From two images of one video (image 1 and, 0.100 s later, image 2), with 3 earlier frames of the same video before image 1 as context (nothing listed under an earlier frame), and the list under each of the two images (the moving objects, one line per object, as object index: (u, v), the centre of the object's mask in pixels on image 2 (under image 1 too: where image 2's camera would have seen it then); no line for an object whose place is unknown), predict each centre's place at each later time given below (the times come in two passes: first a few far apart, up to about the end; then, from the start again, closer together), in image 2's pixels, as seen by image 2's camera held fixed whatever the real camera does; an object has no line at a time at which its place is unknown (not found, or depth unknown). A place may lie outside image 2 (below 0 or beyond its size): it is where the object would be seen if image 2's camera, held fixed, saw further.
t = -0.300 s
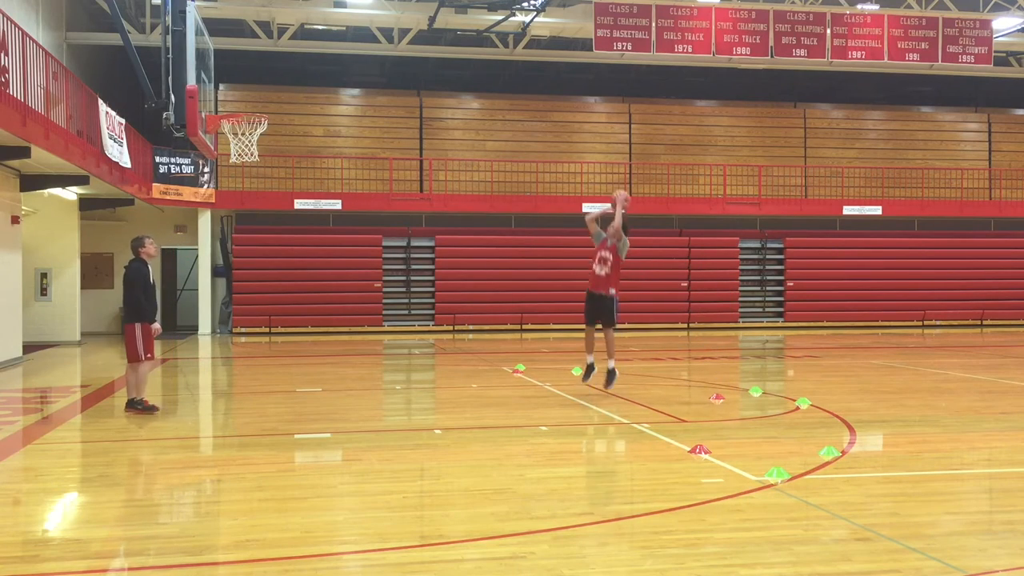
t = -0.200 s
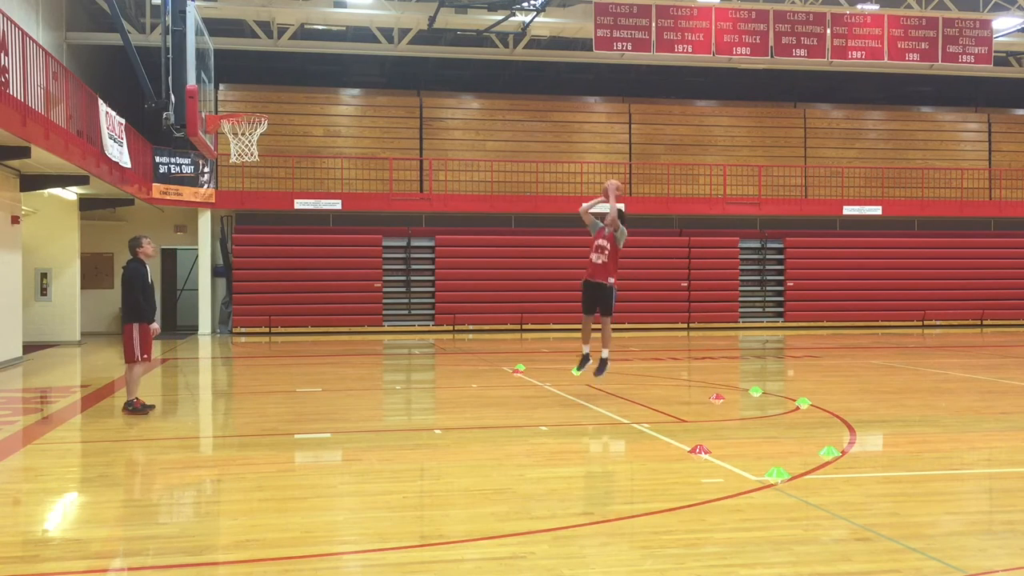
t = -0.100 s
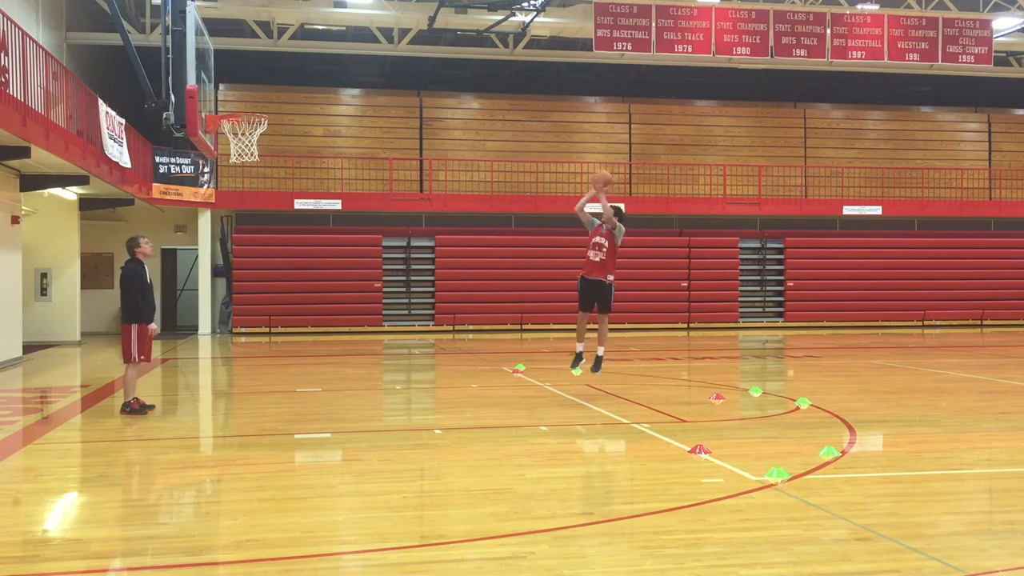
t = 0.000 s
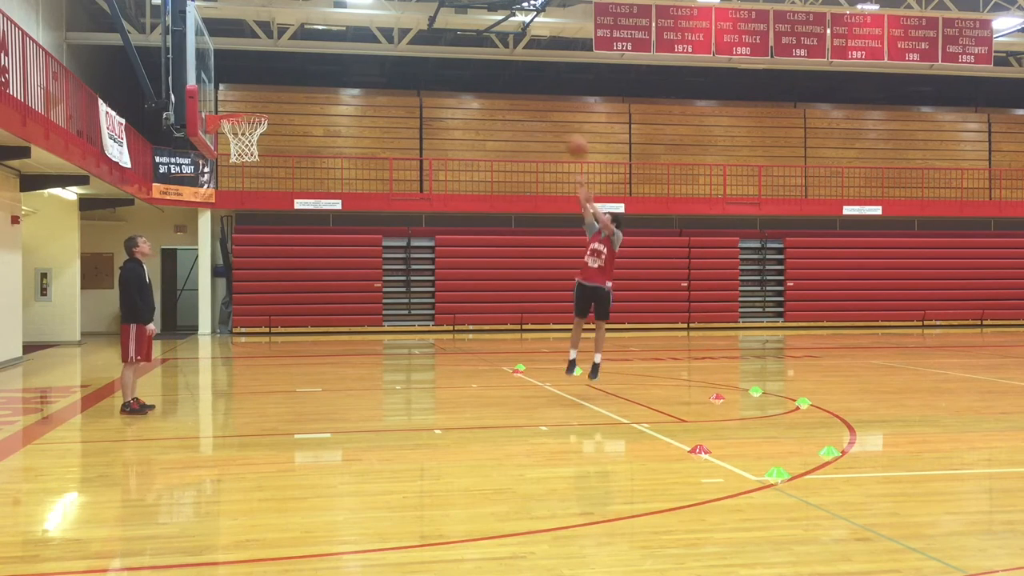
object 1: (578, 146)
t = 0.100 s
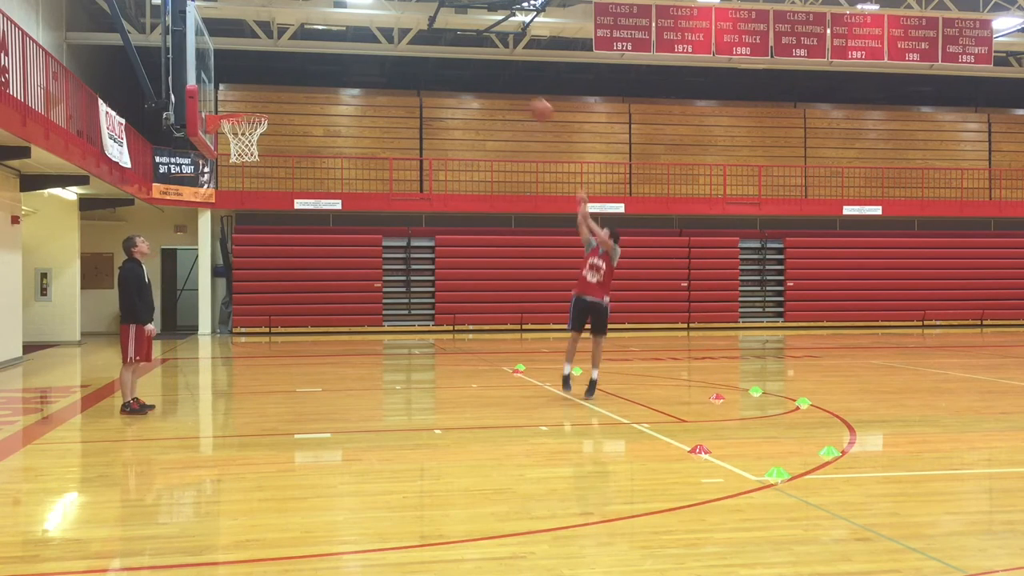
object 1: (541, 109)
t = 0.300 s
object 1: (469, 63)
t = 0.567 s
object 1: (368, 49)
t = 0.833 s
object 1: (261, 100)
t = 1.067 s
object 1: (218, 162)
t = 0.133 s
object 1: (529, 98)
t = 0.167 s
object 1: (517, 89)
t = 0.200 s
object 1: (505, 82)
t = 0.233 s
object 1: (492, 74)
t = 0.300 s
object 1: (469, 63)
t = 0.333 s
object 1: (457, 58)
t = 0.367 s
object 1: (443, 53)
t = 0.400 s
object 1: (431, 49)
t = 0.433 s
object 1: (419, 47)
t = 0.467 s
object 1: (406, 46)
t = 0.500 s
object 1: (393, 46)
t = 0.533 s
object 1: (380, 47)
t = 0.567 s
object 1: (368, 49)
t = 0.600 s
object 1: (354, 53)
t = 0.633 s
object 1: (340, 56)
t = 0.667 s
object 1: (327, 61)
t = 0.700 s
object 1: (314, 67)
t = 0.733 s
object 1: (301, 73)
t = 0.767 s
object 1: (288, 81)
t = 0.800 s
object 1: (275, 90)
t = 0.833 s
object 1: (261, 100)
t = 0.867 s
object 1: (249, 107)
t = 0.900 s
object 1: (233, 127)
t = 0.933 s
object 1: (227, 133)
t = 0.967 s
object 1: (222, 143)
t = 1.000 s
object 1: (221, 148)
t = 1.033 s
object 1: (220, 154)
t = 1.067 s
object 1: (218, 162)
